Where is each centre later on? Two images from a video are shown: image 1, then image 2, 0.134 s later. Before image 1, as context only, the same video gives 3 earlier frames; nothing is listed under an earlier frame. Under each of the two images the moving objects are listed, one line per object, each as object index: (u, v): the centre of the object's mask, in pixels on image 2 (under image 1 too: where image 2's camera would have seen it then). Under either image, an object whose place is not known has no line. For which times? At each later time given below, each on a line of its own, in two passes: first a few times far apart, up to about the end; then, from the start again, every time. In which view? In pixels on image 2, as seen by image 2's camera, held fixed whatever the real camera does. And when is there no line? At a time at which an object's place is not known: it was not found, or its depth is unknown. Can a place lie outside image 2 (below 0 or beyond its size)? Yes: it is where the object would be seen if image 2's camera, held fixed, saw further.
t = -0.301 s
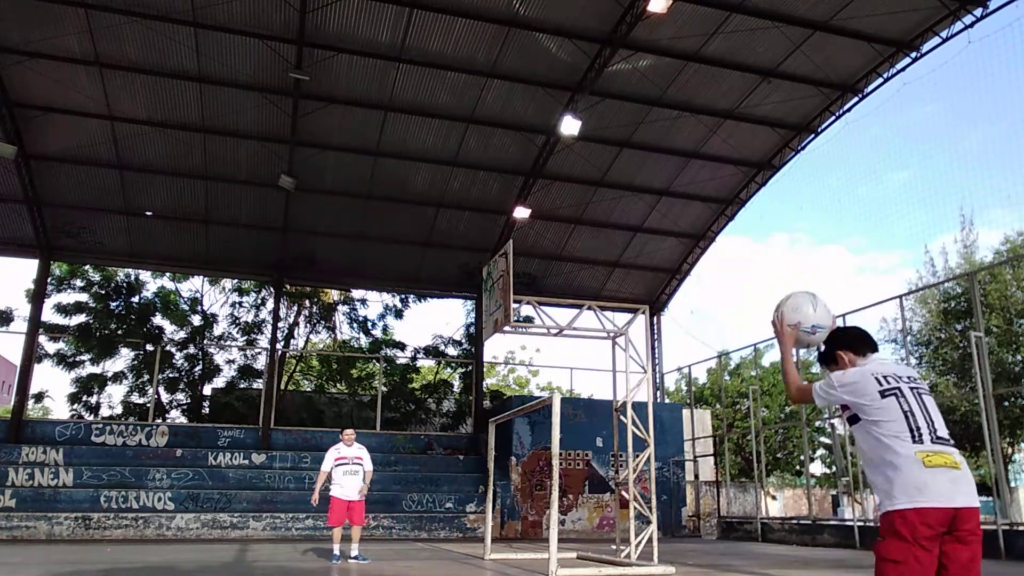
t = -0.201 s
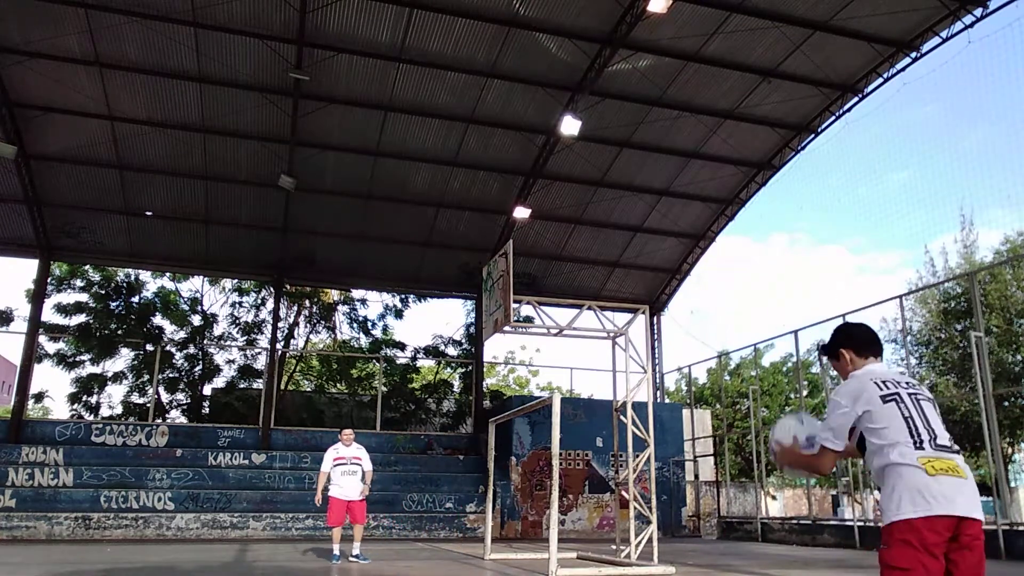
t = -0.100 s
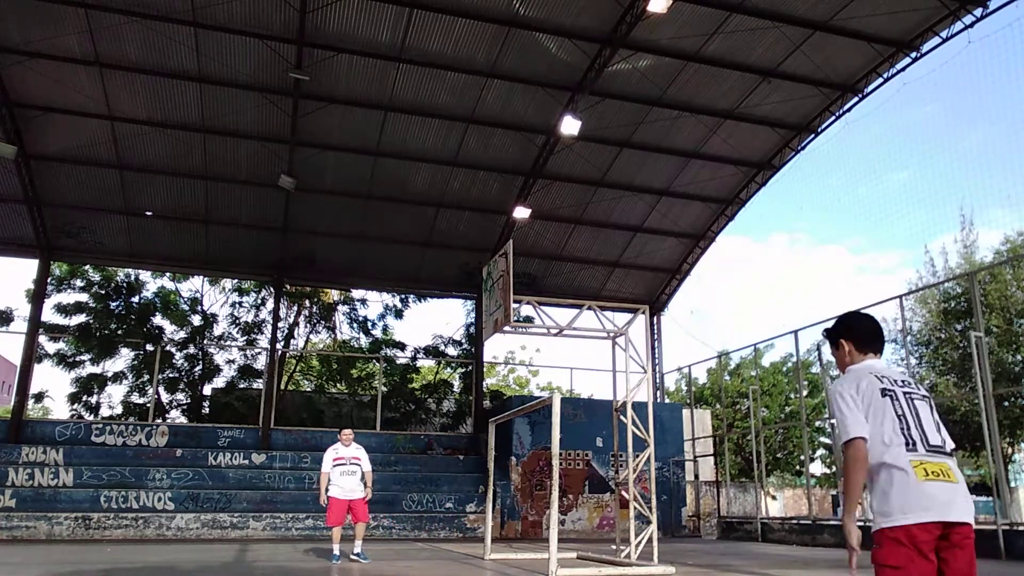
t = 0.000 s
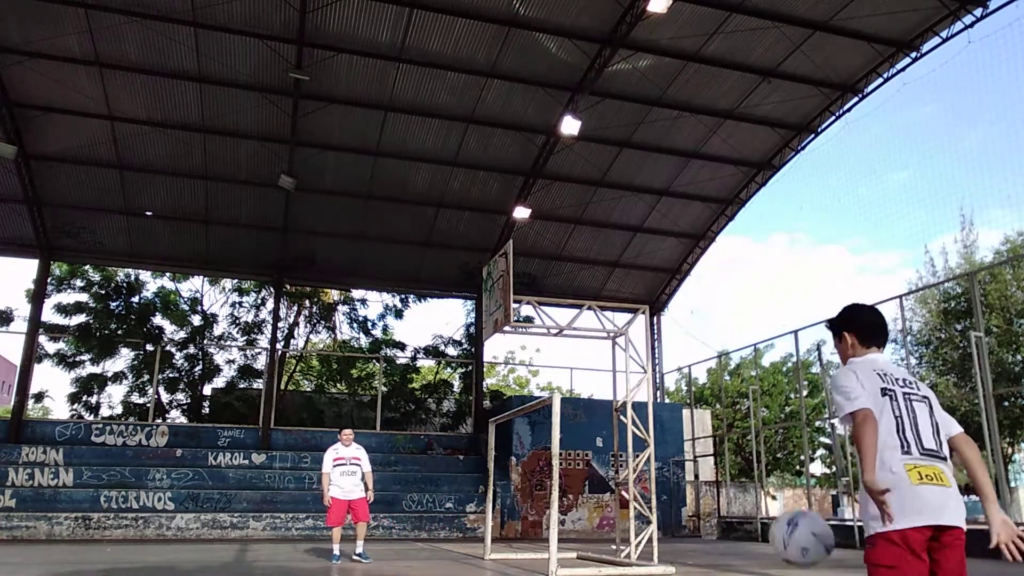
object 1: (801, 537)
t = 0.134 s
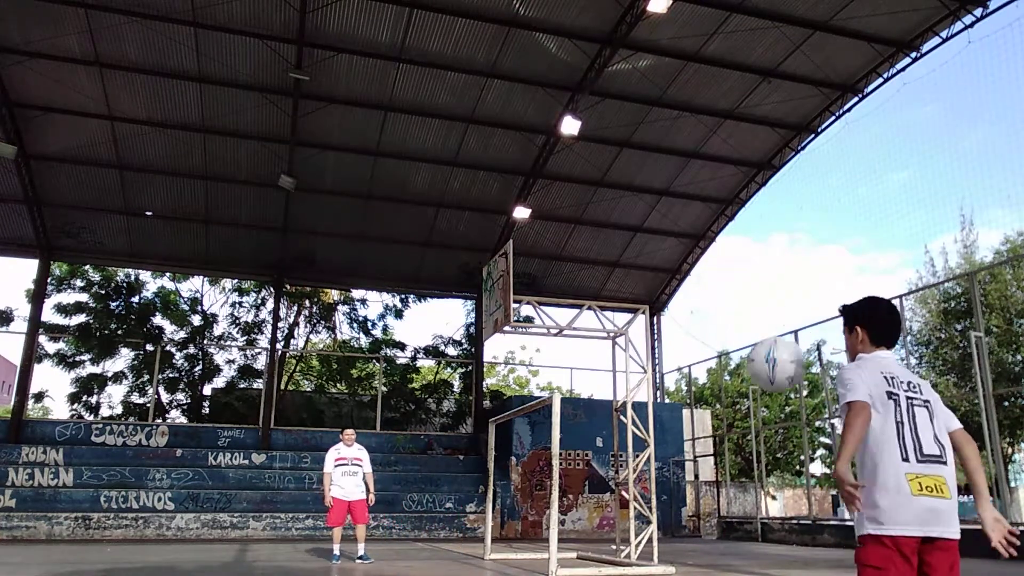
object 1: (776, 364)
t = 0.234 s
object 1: (760, 269)
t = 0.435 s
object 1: (733, 157)
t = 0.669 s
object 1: (713, 140)
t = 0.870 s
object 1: (701, 221)
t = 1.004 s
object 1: (697, 334)
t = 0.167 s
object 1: (771, 329)
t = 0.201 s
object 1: (765, 298)
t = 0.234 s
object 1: (760, 269)
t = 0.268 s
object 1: (755, 244)
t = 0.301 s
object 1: (750, 221)
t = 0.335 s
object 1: (745, 201)
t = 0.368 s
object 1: (741, 184)
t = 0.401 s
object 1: (737, 170)
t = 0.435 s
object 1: (733, 157)
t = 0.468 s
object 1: (730, 148)
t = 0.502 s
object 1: (726, 141)
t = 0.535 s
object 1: (723, 136)
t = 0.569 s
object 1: (721, 133)
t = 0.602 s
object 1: (718, 133)
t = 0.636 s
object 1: (715, 136)
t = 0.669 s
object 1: (713, 140)
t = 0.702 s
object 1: (710, 147)
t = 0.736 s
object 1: (708, 156)
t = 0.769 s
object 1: (706, 168)
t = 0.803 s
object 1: (704, 183)
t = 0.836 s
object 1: (703, 201)
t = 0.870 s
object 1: (701, 221)
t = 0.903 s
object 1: (700, 244)
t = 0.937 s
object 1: (699, 271)
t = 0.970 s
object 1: (698, 301)
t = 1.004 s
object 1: (697, 334)
